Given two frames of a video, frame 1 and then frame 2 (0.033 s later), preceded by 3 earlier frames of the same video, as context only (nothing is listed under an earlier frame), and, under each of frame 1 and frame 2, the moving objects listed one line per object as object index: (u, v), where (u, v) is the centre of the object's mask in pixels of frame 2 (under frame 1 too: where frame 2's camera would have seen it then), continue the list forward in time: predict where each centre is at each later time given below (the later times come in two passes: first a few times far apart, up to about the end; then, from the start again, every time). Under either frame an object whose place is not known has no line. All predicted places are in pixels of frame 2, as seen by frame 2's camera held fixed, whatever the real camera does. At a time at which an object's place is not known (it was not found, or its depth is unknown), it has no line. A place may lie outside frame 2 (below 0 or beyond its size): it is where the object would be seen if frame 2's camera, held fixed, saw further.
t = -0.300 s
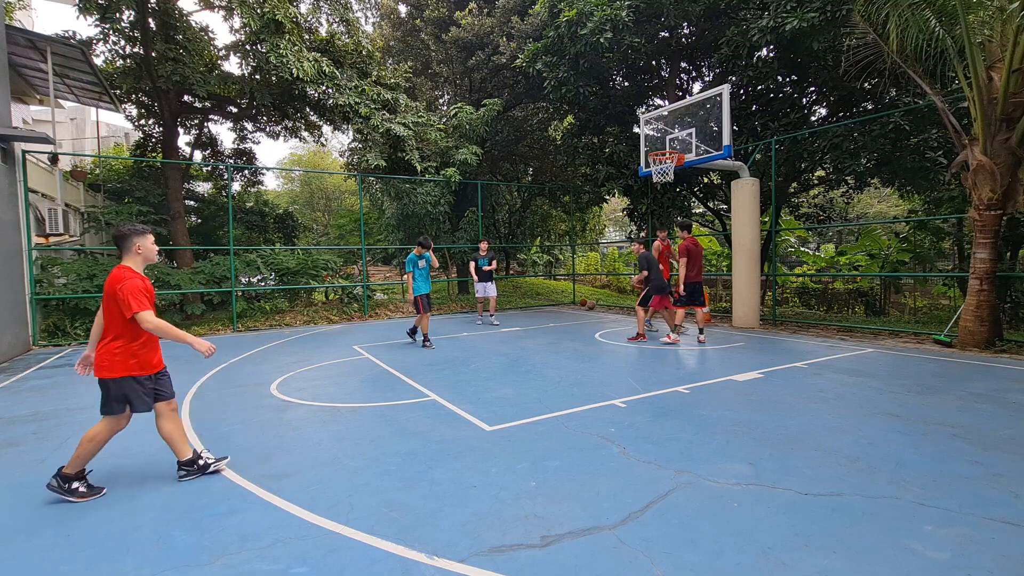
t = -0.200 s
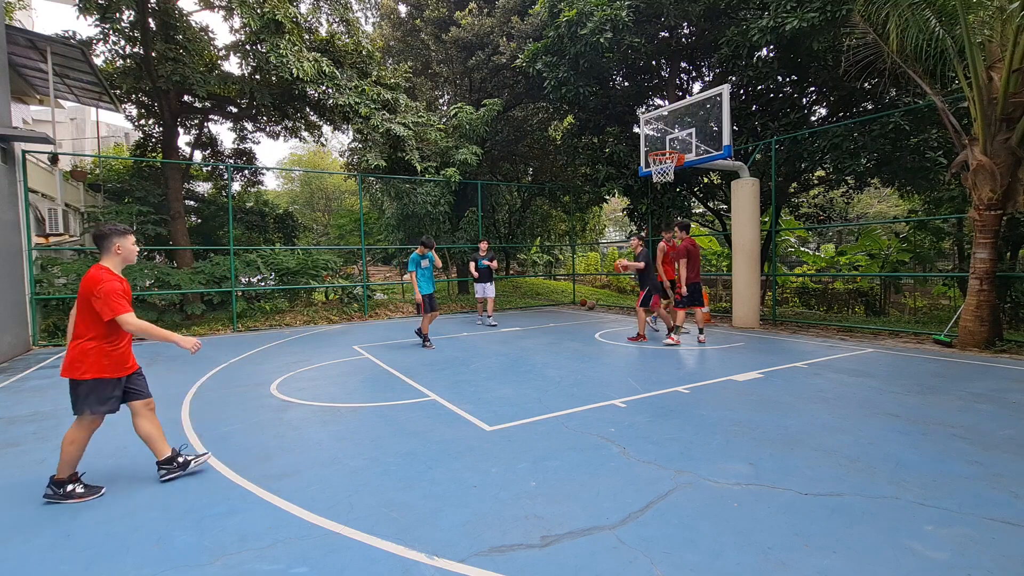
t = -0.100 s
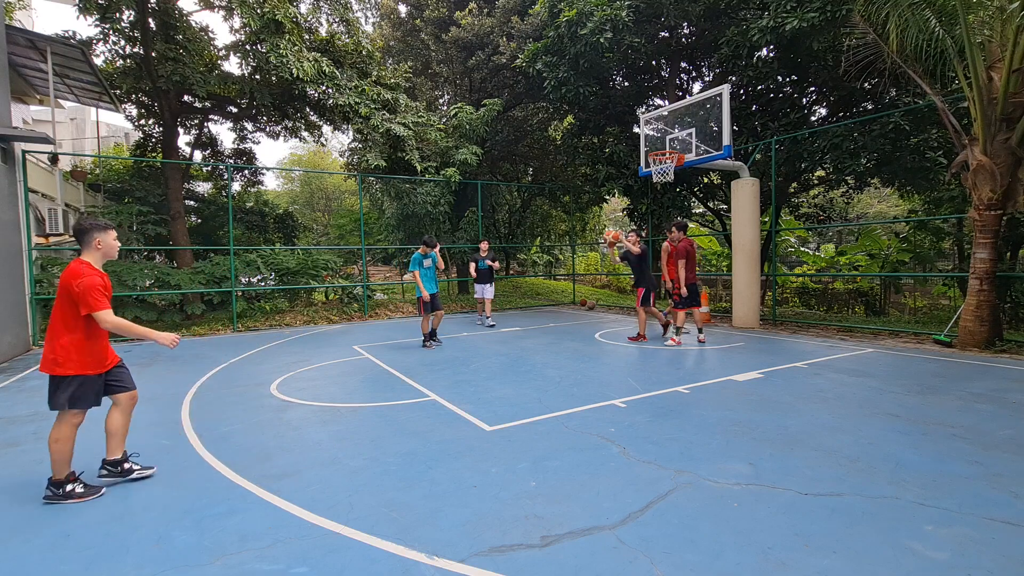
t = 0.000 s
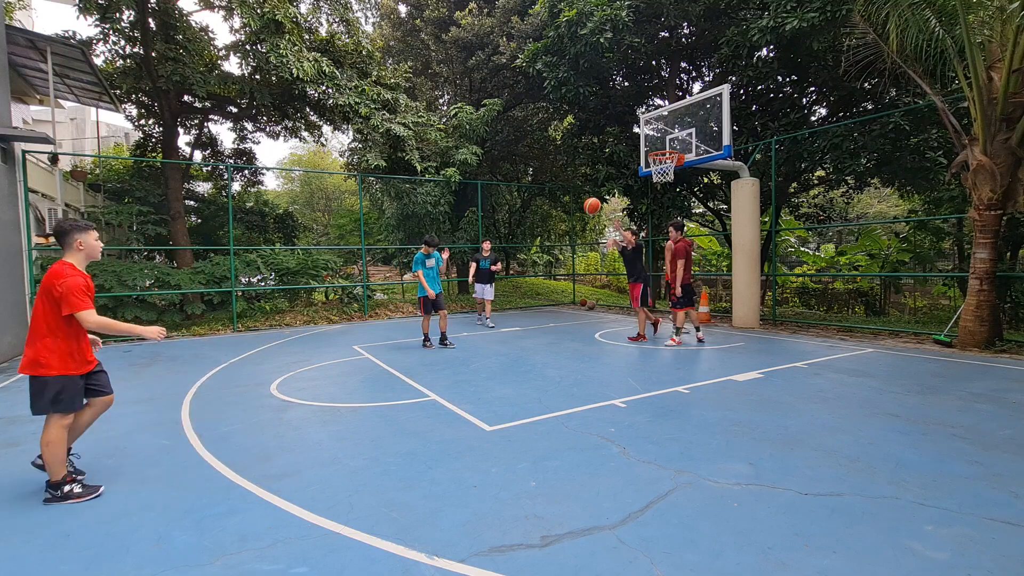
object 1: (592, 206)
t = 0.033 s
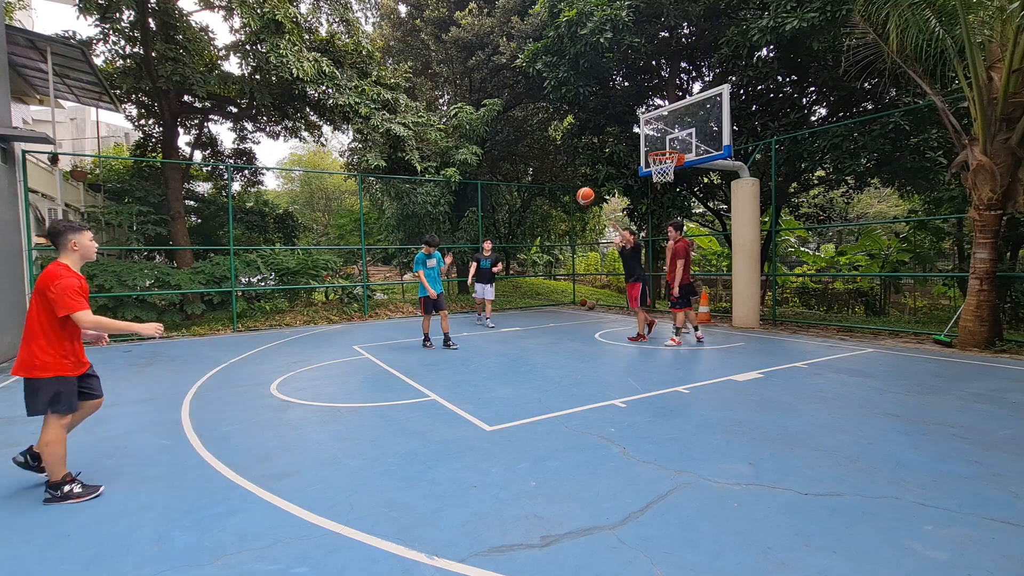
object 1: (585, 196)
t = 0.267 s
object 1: (525, 133)
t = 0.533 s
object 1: (420, 95)
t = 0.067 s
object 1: (578, 186)
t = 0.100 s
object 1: (570, 177)
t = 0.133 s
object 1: (562, 167)
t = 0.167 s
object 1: (553, 158)
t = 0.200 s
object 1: (545, 149)
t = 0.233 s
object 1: (535, 141)
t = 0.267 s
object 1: (525, 133)
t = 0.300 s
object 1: (514, 126)
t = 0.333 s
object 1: (503, 119)
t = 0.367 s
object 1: (492, 113)
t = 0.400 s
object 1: (479, 108)
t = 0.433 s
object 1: (465, 103)
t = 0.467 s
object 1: (450, 100)
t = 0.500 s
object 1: (435, 96)
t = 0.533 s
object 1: (420, 95)
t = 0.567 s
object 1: (401, 94)
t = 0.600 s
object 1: (383, 95)
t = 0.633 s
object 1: (362, 97)
